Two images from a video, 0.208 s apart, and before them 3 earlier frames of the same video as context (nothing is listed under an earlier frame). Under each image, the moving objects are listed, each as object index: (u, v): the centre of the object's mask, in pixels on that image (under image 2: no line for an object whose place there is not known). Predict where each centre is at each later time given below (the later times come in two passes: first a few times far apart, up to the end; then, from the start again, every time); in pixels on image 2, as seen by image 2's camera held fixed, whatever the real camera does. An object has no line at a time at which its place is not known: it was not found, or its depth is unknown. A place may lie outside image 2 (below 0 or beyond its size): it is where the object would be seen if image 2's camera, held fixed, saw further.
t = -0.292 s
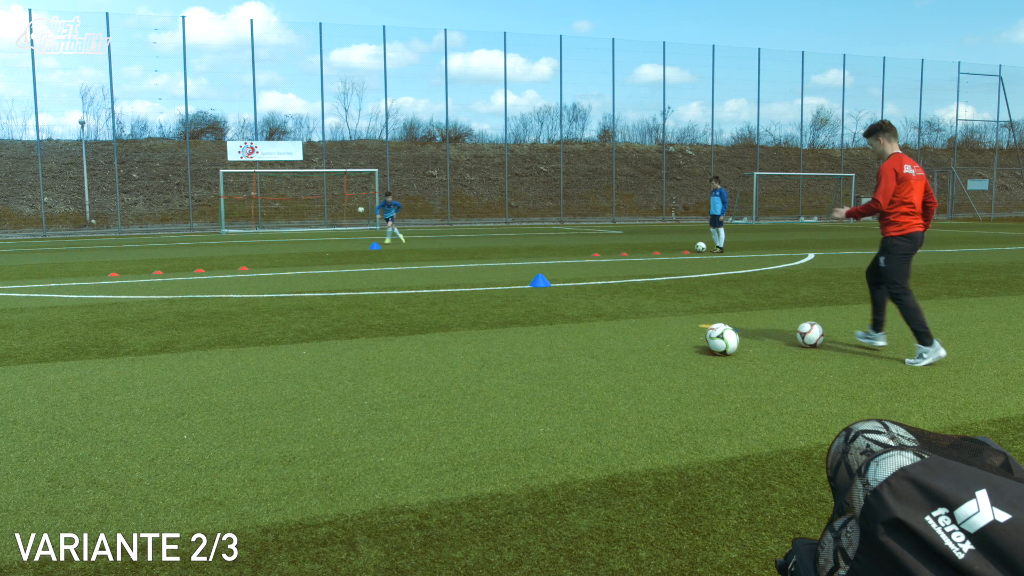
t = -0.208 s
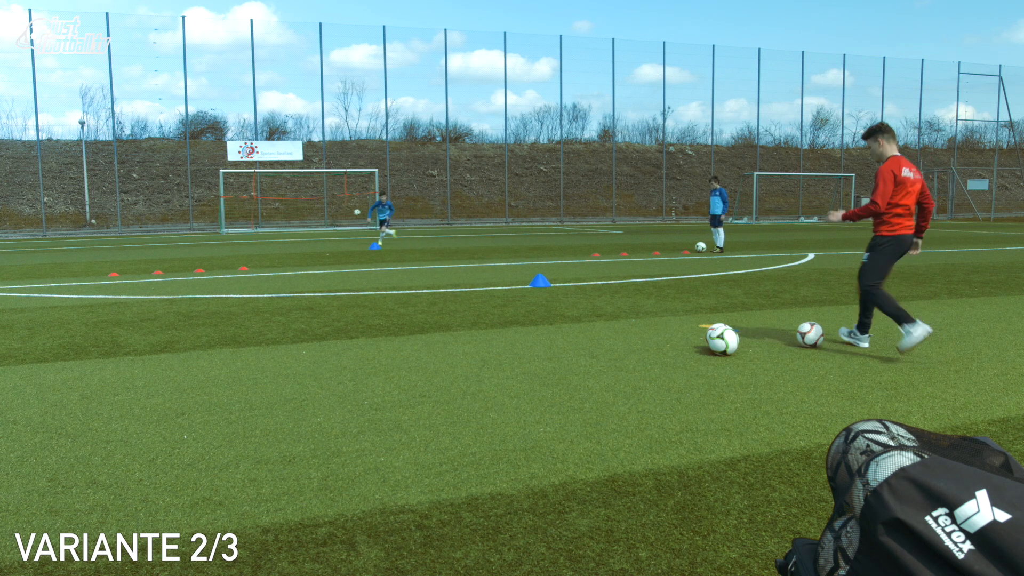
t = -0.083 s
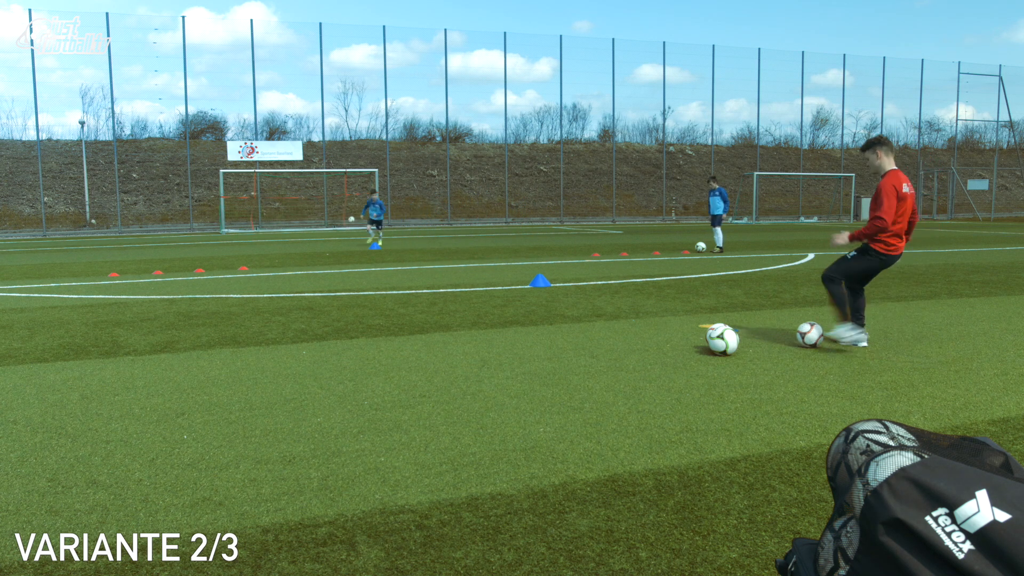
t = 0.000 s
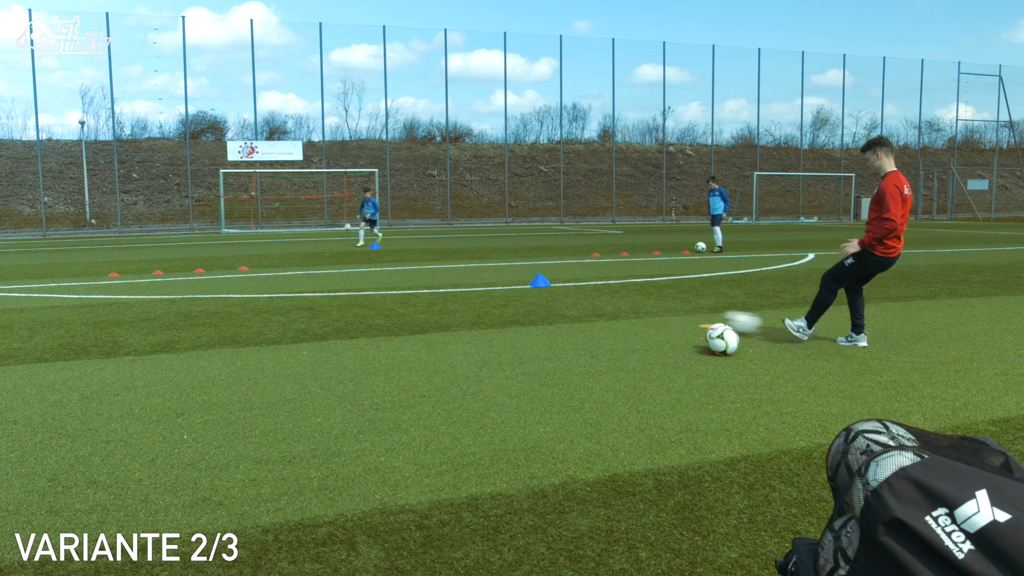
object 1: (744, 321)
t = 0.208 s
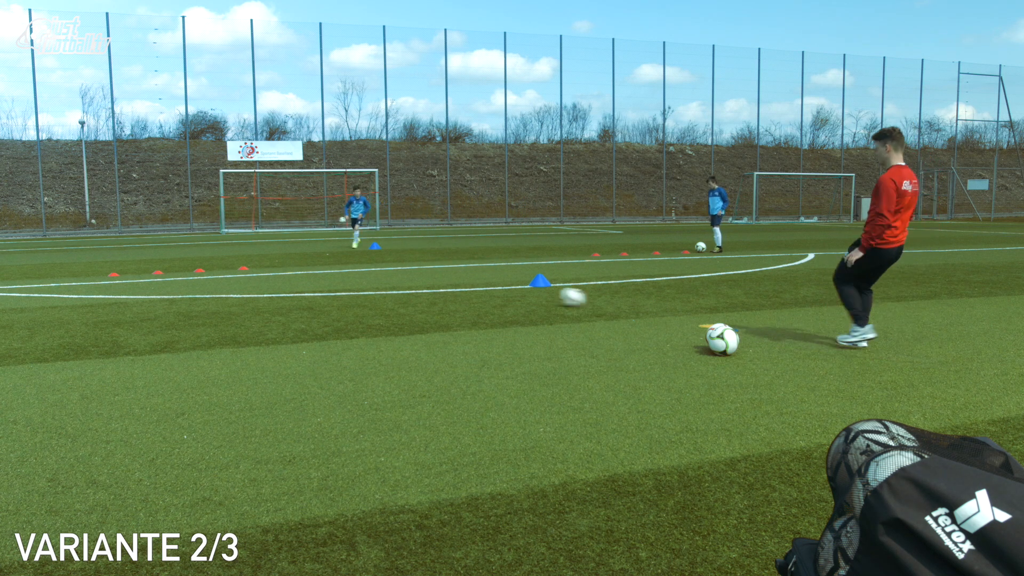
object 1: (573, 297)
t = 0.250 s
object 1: (549, 293)
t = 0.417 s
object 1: (472, 282)
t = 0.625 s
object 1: (407, 273)
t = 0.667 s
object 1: (398, 271)
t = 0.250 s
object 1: (549, 293)
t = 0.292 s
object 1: (527, 290)
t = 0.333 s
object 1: (507, 287)
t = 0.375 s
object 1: (489, 284)
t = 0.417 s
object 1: (472, 282)
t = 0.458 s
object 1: (458, 279)
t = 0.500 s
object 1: (443, 277)
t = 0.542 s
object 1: (430, 276)
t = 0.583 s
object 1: (418, 274)
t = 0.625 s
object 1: (407, 273)
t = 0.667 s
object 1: (398, 271)
